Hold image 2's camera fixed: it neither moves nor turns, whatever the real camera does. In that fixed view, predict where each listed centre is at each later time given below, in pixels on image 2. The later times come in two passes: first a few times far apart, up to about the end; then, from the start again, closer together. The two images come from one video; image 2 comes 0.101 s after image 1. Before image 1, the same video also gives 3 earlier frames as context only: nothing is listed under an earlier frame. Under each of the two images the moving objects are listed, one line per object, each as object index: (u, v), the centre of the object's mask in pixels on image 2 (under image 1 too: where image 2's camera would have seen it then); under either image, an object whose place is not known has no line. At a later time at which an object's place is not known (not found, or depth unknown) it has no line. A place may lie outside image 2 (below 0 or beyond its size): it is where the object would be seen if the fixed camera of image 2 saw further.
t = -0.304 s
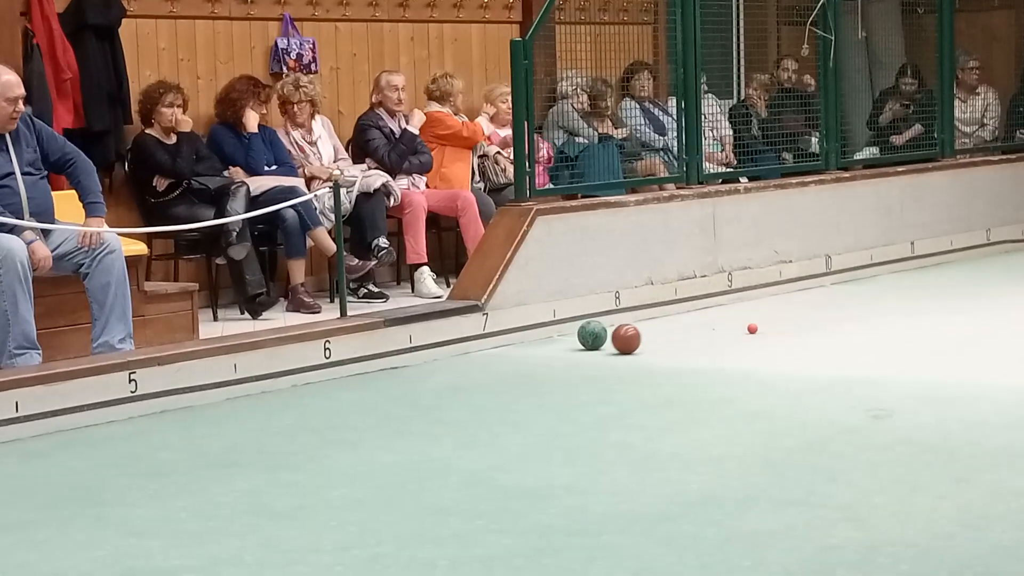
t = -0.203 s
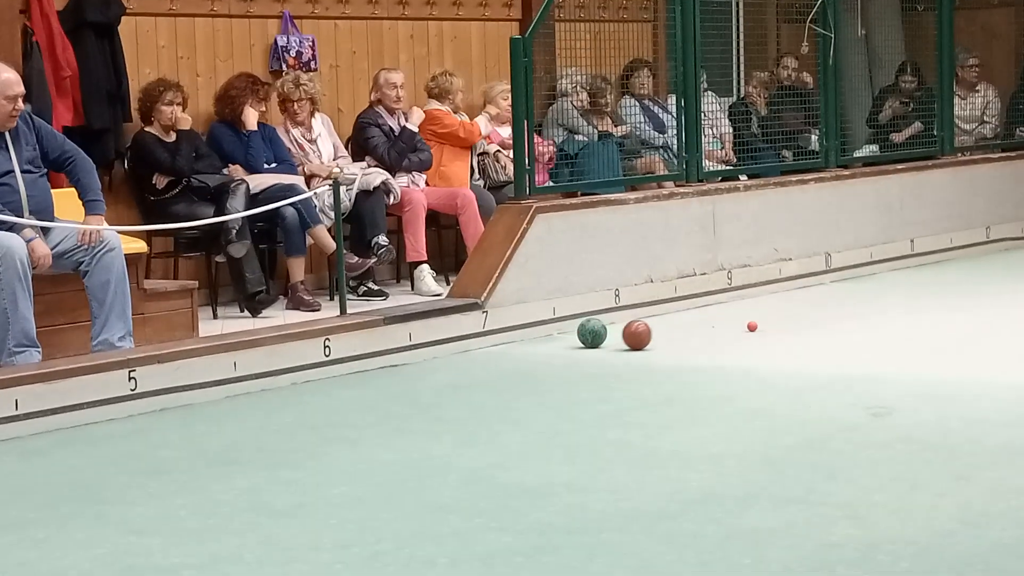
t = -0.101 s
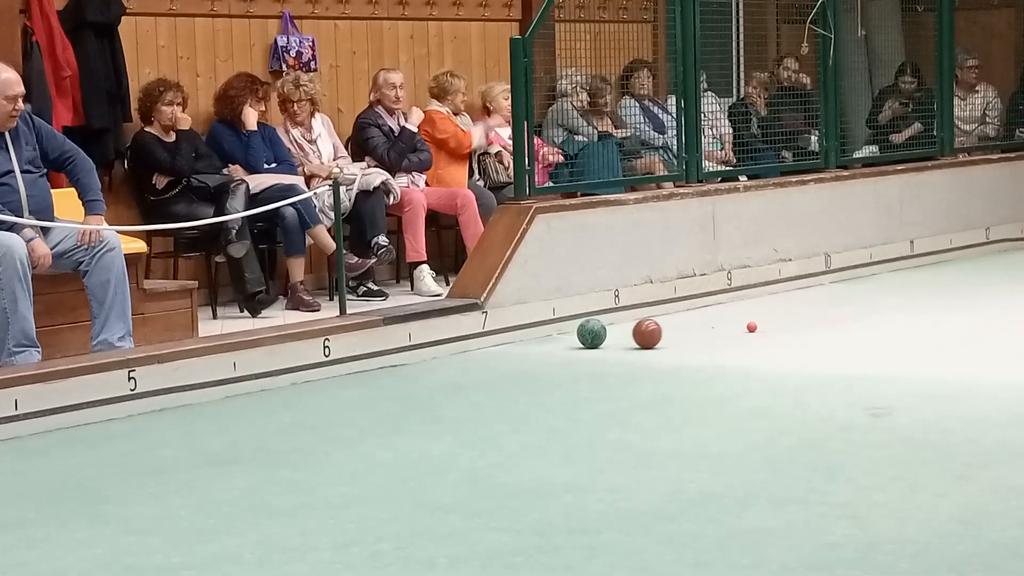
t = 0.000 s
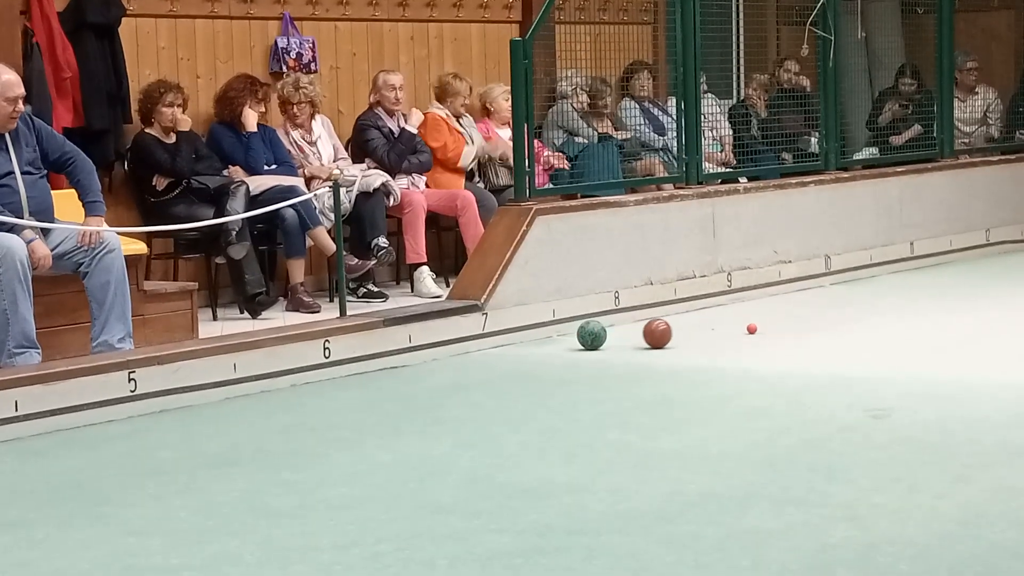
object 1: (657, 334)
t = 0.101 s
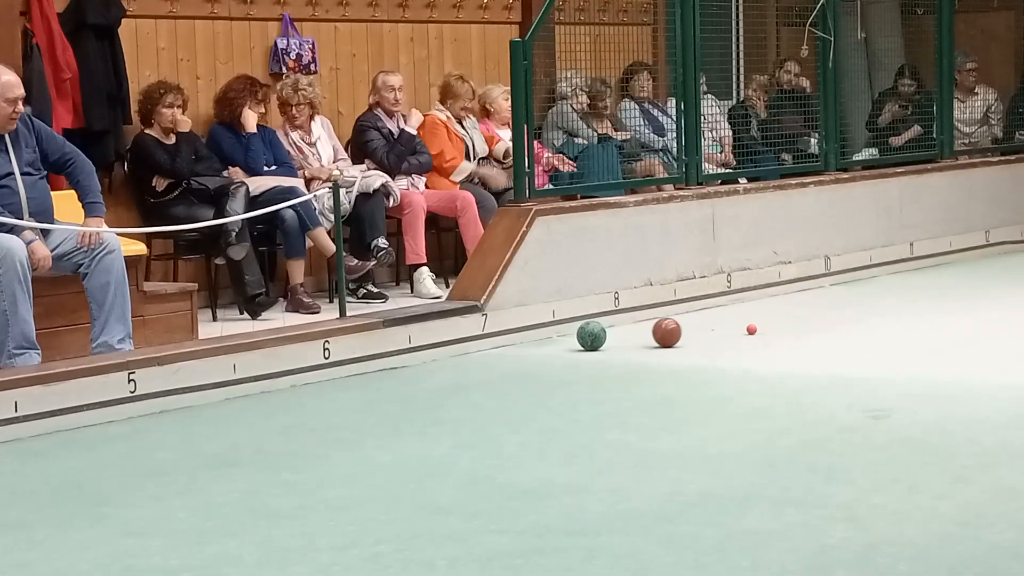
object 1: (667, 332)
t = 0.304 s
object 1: (685, 329)
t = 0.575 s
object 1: (706, 325)
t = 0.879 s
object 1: (723, 323)
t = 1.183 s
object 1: (741, 317)
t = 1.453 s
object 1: (755, 315)
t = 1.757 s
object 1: (768, 312)
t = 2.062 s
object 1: (778, 309)
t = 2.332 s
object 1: (785, 307)
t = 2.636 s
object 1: (791, 304)
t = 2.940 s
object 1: (795, 302)
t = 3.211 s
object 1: (797, 301)
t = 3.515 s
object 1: (799, 299)
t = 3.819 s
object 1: (799, 298)
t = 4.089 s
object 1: (798, 297)
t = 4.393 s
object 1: (796, 296)
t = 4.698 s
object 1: (795, 296)
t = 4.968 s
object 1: (795, 295)
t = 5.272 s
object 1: (794, 295)
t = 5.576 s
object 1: (793, 295)
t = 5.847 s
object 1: (793, 295)
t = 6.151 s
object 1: (793, 295)
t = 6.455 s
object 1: (793, 295)
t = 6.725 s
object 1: (793, 295)
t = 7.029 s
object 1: (791, 297)
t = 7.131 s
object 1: (785, 296)
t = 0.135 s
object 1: (670, 332)
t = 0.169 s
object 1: (673, 331)
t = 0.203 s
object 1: (676, 331)
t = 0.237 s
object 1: (679, 330)
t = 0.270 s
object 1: (682, 330)
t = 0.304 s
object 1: (685, 329)
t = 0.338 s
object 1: (688, 328)
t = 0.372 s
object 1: (690, 328)
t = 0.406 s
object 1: (693, 327)
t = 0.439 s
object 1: (696, 327)
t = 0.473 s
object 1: (699, 326)
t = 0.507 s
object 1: (701, 326)
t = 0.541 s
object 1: (704, 325)
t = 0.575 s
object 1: (706, 325)
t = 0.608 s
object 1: (709, 325)
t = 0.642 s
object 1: (712, 324)
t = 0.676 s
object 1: (714, 324)
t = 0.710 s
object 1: (716, 323)
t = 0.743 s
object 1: (718, 323)
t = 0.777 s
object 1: (720, 322)
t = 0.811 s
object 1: (721, 322)
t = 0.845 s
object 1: (720, 322)
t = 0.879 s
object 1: (723, 323)
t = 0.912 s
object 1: (723, 322)
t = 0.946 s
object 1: (726, 321)
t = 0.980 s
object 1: (729, 321)
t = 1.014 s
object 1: (731, 320)
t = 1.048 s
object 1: (733, 320)
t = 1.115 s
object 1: (737, 319)
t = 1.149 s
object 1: (739, 318)
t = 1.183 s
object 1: (741, 317)
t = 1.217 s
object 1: (743, 317)
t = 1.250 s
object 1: (745, 316)
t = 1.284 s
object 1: (747, 316)
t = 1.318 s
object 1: (749, 316)
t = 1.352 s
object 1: (750, 315)
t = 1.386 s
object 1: (752, 315)
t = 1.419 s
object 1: (753, 315)
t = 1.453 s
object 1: (755, 315)
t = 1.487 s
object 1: (756, 315)
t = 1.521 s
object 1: (758, 314)
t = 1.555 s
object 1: (759, 314)
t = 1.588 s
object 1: (761, 314)
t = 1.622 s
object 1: (762, 313)
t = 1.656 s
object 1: (764, 313)
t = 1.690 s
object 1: (765, 313)
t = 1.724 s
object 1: (767, 312)
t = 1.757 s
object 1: (768, 312)
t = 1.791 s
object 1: (769, 312)
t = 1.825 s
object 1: (770, 311)
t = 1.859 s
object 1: (772, 311)
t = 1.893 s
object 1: (773, 311)
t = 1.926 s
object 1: (774, 310)
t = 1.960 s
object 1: (775, 310)
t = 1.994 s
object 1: (776, 310)
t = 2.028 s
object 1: (777, 309)
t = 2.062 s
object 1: (778, 309)
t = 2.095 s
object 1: (779, 309)
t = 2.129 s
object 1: (780, 308)
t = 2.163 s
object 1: (781, 308)
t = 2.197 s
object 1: (782, 308)
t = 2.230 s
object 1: (782, 307)
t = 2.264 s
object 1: (783, 307)
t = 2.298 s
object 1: (784, 307)
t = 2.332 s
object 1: (785, 307)
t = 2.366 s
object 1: (786, 306)
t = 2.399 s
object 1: (786, 306)
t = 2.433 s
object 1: (787, 306)
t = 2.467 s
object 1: (788, 306)
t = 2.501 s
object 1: (788, 305)
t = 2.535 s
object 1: (789, 305)
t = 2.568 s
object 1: (790, 305)
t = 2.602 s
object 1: (790, 305)
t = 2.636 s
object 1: (791, 304)
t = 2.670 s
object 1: (791, 304)
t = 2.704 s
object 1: (792, 304)
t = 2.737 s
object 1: (792, 304)
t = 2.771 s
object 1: (793, 304)
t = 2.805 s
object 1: (794, 303)
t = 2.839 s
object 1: (794, 303)
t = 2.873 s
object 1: (794, 303)
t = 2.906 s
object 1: (795, 302)
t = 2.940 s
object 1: (795, 302)
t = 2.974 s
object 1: (796, 302)
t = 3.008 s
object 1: (796, 302)
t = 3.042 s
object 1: (796, 302)
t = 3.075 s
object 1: (796, 302)
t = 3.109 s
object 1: (797, 301)
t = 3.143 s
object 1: (797, 301)
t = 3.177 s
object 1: (797, 301)
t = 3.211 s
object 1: (797, 301)
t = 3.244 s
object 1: (798, 301)
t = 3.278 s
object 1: (798, 300)
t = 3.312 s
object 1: (798, 300)
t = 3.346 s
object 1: (798, 300)
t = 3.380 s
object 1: (799, 300)
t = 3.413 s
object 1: (799, 300)
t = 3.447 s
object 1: (799, 300)
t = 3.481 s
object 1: (799, 299)
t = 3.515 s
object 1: (799, 299)
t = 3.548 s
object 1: (799, 299)
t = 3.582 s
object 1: (799, 299)
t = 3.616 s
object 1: (799, 299)
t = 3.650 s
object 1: (799, 298)
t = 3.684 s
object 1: (799, 298)
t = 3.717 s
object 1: (799, 298)
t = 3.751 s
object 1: (799, 298)
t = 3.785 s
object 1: (799, 298)
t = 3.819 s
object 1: (799, 298)
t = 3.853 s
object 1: (799, 298)
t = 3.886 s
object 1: (798, 298)
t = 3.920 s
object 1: (798, 298)
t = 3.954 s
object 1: (798, 298)
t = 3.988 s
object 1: (798, 297)
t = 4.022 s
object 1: (798, 297)
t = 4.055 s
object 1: (798, 297)
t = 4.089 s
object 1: (798, 297)
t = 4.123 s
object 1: (797, 297)
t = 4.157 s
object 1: (797, 297)
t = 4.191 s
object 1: (797, 297)
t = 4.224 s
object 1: (797, 297)
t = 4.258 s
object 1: (797, 296)
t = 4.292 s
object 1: (797, 296)
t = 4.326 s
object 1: (797, 296)
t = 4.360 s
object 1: (796, 296)
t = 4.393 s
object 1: (796, 296)
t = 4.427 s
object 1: (796, 296)
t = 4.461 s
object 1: (796, 296)
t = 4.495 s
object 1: (796, 296)
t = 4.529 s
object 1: (796, 296)
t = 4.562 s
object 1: (796, 296)
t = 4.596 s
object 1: (796, 296)
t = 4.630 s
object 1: (796, 296)
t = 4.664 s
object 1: (795, 296)
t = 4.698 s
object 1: (795, 296)
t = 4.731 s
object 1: (795, 296)
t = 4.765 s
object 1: (795, 296)
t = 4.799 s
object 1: (795, 296)
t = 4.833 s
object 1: (795, 296)
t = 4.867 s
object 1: (795, 295)
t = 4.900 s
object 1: (795, 295)
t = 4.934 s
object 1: (795, 295)
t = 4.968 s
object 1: (795, 295)
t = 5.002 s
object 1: (795, 295)
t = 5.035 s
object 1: (795, 295)
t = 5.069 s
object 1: (795, 295)
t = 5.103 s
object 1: (795, 295)
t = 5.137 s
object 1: (795, 295)
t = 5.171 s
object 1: (794, 295)
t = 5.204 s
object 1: (794, 295)
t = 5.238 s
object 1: (794, 295)
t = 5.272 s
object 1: (794, 295)
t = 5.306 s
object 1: (794, 295)
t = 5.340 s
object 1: (794, 295)
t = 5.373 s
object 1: (794, 295)
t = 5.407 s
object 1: (794, 295)
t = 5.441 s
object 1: (794, 295)
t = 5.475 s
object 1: (793, 295)
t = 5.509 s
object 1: (793, 295)
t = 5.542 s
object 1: (793, 295)
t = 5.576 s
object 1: (793, 295)
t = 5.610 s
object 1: (793, 295)
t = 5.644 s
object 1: (793, 295)
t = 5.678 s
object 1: (793, 295)
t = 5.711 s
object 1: (793, 295)
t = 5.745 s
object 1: (793, 295)
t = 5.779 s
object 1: (793, 295)
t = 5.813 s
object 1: (793, 295)
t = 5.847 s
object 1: (793, 295)
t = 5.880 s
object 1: (793, 295)
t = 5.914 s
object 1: (793, 295)
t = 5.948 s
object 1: (793, 295)
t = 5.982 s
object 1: (793, 295)
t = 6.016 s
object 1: (793, 295)
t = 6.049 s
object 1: (793, 295)
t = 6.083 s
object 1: (793, 295)
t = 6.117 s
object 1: (793, 295)
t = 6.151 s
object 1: (793, 295)
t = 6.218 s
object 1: (793, 295)
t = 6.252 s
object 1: (793, 295)
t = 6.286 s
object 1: (793, 295)
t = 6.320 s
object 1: (793, 295)
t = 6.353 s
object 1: (793, 295)
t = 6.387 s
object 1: (793, 295)
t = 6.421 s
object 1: (793, 295)
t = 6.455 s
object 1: (793, 295)
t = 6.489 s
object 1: (793, 295)
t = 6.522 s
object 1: (793, 295)
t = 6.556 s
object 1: (793, 295)
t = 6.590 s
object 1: (793, 295)
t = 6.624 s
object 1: (793, 295)
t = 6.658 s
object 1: (793, 295)
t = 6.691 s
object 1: (793, 295)
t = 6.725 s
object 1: (793, 295)
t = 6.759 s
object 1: (793, 295)
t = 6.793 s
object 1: (793, 295)
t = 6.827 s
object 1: (793, 295)
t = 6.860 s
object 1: (793, 295)
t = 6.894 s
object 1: (793, 295)
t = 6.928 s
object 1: (793, 294)
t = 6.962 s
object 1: (790, 297)
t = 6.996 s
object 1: (792, 297)
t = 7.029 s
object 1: (791, 297)
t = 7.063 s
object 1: (786, 299)
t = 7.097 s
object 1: (784, 297)
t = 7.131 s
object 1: (785, 296)
